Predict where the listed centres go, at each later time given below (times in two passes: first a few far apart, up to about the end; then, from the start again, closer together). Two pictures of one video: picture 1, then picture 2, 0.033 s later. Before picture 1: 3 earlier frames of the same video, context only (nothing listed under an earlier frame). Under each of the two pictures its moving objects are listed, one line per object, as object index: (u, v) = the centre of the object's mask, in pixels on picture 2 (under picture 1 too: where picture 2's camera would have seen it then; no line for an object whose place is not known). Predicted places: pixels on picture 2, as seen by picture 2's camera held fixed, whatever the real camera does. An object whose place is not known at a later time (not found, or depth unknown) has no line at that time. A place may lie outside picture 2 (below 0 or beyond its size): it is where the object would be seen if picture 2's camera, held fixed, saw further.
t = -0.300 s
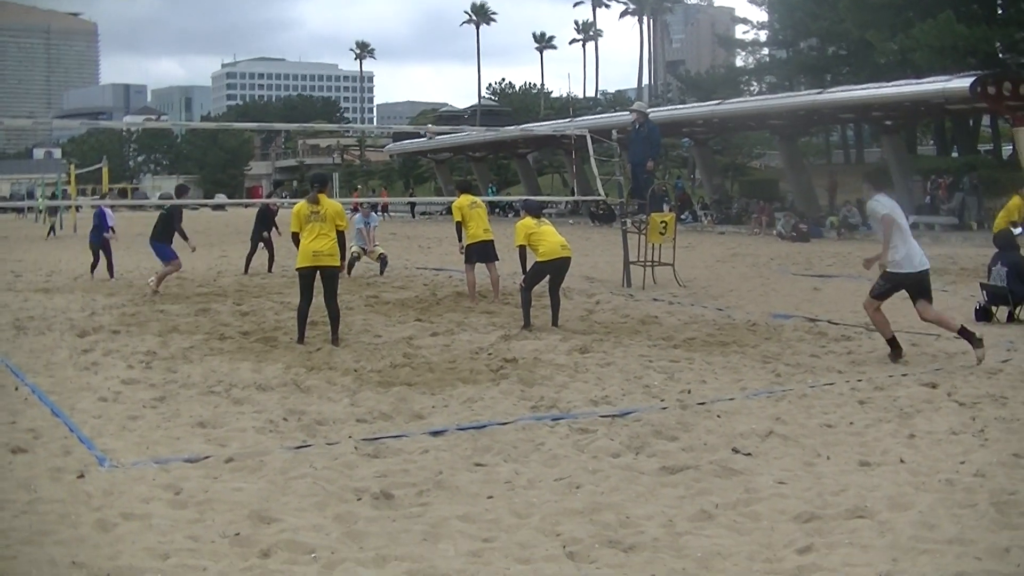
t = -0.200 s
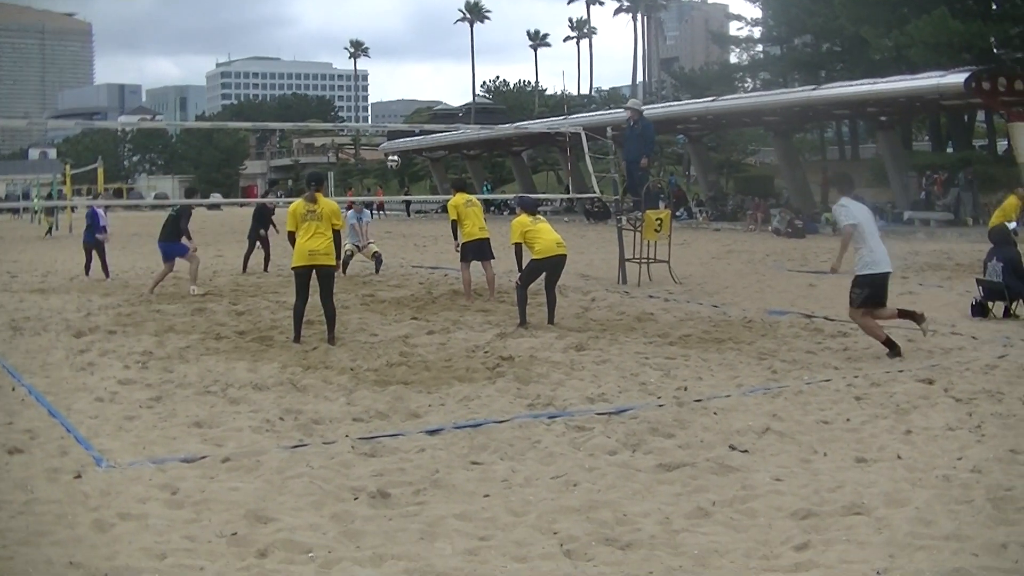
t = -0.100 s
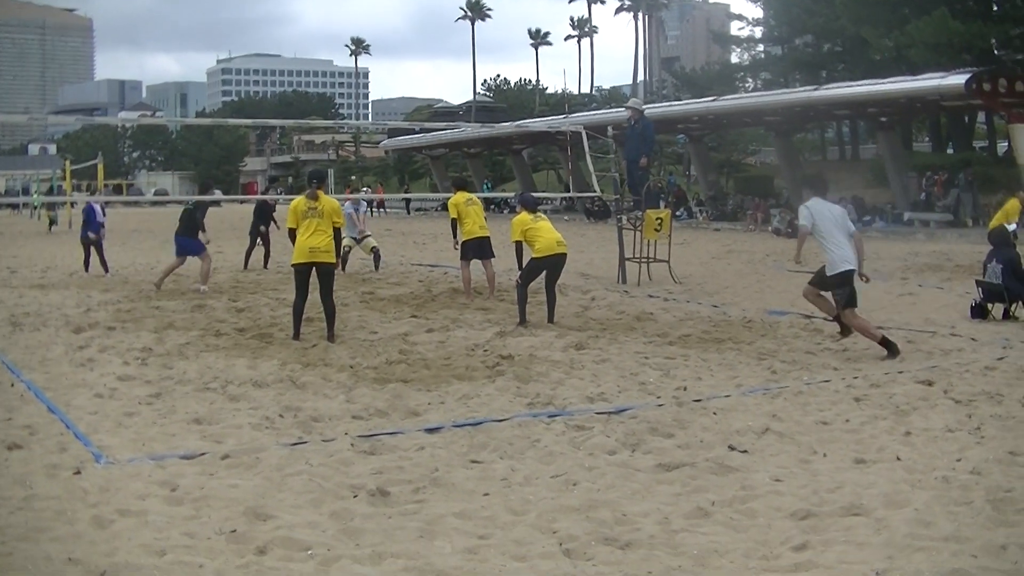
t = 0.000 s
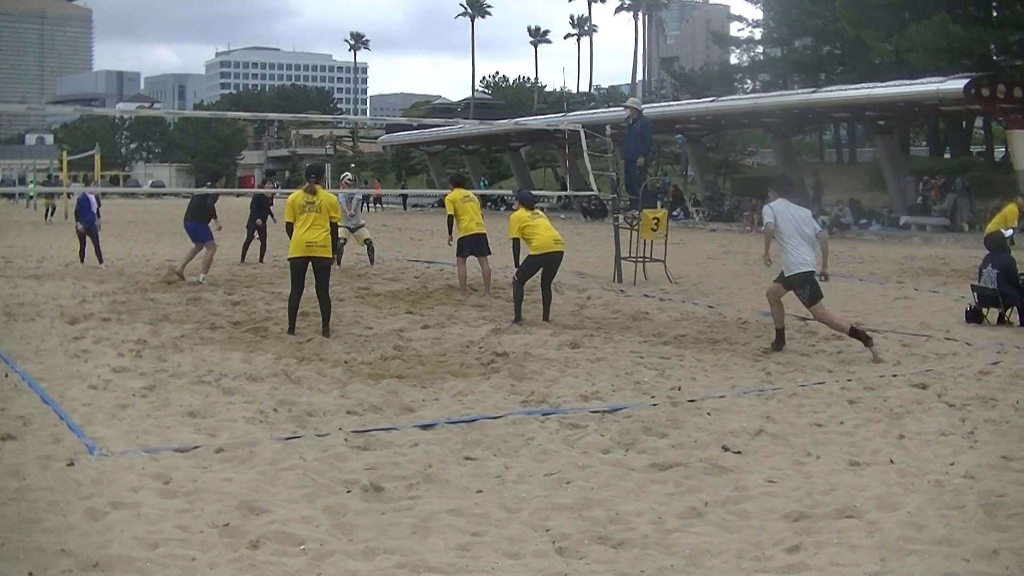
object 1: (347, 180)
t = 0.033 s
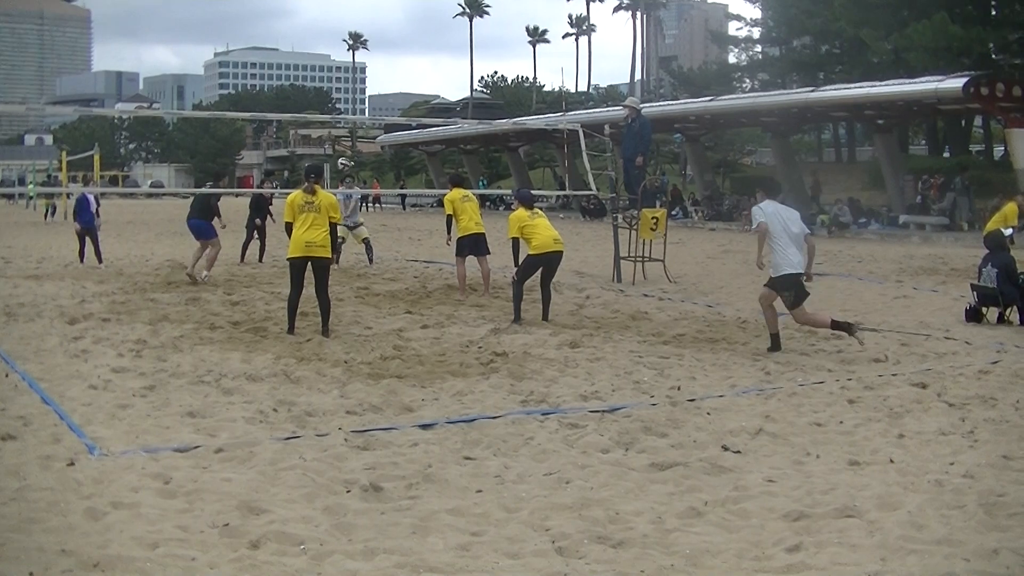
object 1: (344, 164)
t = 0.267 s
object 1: (327, 80)
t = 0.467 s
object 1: (316, 30)
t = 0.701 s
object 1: (300, 3)
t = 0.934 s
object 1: (288, 13)
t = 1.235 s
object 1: (275, 74)
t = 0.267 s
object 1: (327, 80)
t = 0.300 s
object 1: (325, 69)
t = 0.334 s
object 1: (324, 60)
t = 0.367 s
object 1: (322, 51)
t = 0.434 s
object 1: (317, 36)
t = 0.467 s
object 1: (316, 30)
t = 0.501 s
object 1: (314, 24)
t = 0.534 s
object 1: (311, 18)
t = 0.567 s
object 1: (309, 14)
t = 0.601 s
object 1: (307, 10)
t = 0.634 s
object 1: (304, 6)
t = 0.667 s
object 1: (303, 5)
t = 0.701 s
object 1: (300, 3)
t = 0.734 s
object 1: (298, 2)
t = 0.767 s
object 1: (296, 2)
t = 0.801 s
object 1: (294, 2)
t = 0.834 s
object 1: (292, 3)
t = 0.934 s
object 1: (288, 13)
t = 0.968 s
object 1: (287, 17)
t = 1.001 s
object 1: (285, 21)
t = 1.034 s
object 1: (283, 26)
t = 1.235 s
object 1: (275, 74)
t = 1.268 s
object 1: (272, 84)
